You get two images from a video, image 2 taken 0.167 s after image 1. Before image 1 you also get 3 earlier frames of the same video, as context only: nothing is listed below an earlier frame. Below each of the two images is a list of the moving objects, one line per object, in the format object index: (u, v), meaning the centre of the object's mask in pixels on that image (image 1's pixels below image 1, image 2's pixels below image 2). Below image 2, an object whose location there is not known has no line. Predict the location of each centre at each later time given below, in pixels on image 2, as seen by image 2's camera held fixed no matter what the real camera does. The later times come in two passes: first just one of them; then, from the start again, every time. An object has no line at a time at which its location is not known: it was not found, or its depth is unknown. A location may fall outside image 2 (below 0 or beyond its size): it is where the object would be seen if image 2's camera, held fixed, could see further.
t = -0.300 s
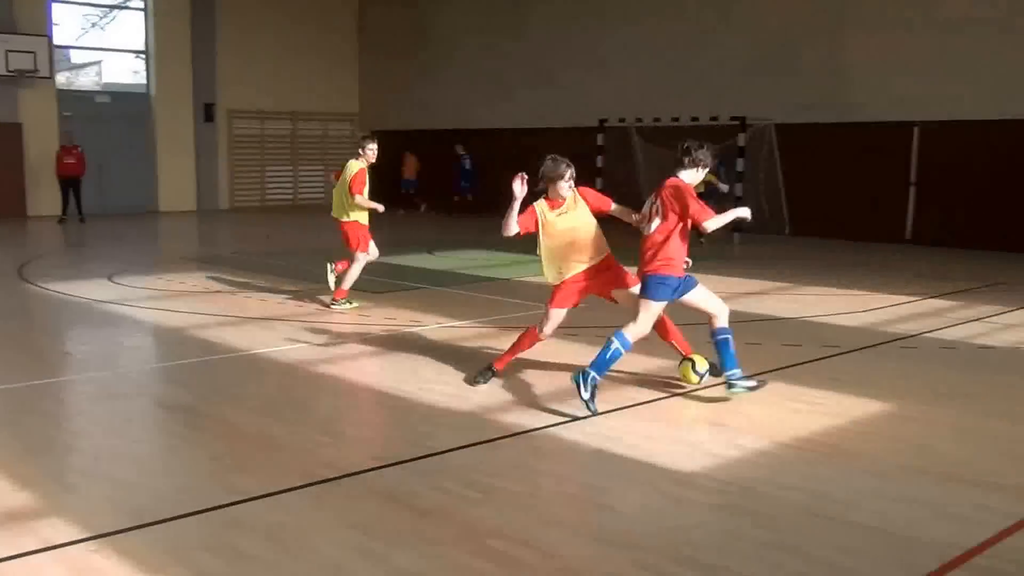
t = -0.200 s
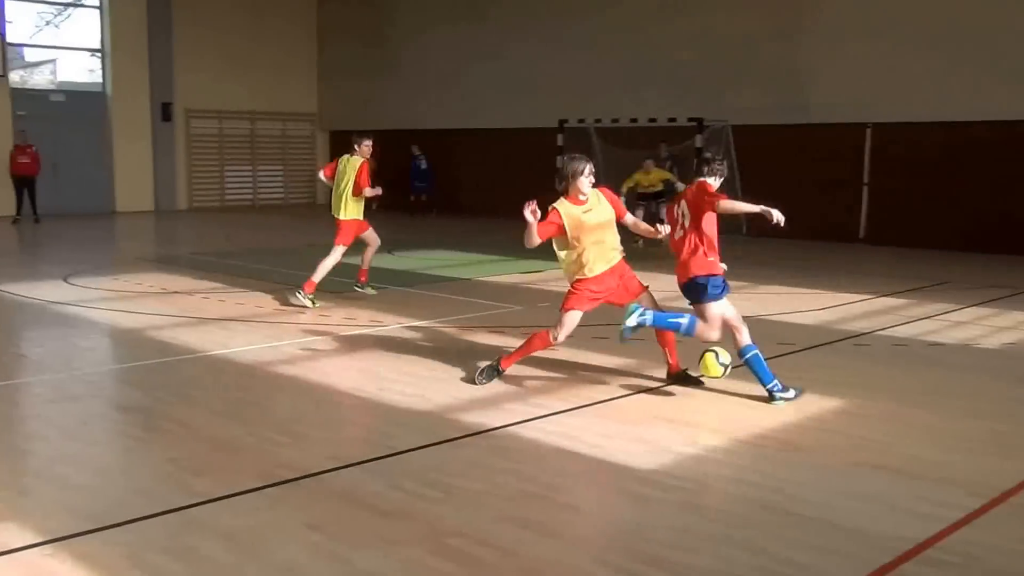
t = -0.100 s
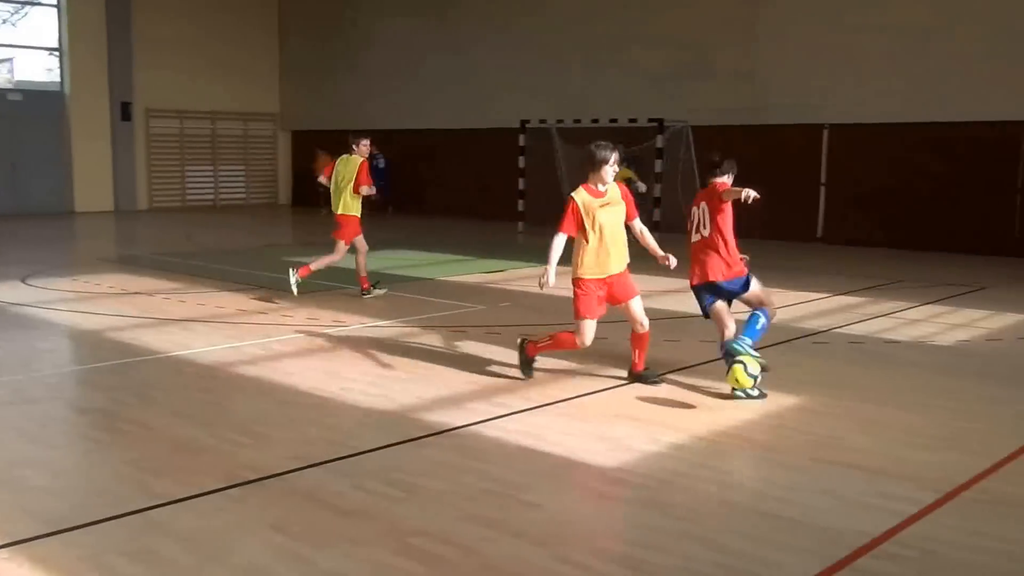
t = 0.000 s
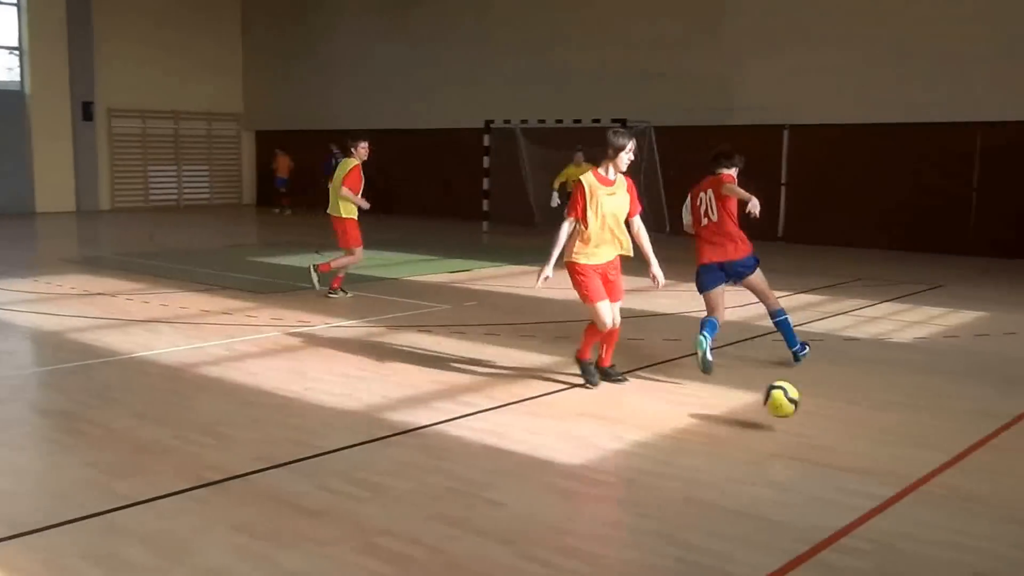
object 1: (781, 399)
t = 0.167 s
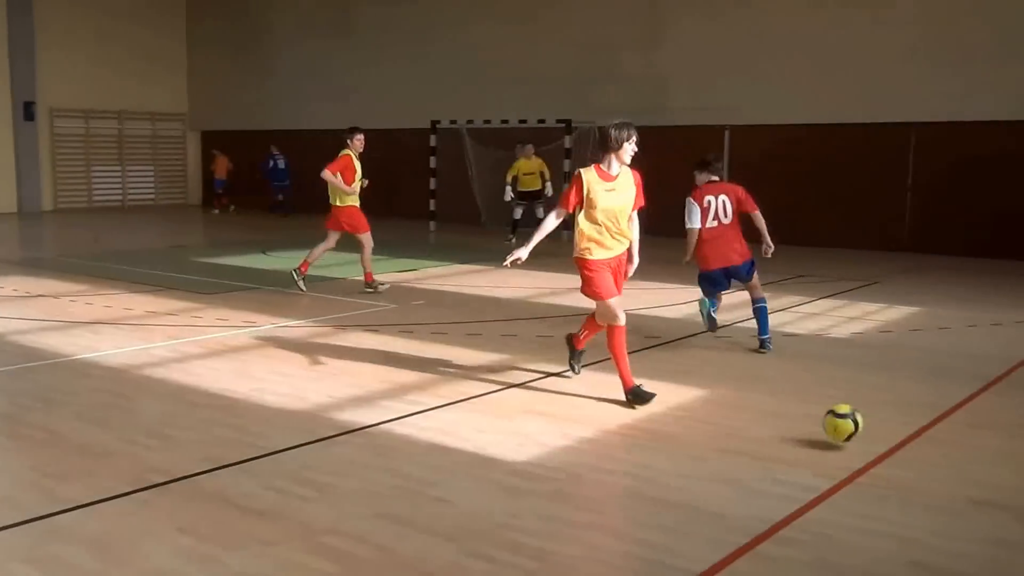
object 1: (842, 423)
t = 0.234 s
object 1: (905, 440)
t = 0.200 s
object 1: (874, 428)
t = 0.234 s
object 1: (905, 440)
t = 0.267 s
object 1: (922, 444)
